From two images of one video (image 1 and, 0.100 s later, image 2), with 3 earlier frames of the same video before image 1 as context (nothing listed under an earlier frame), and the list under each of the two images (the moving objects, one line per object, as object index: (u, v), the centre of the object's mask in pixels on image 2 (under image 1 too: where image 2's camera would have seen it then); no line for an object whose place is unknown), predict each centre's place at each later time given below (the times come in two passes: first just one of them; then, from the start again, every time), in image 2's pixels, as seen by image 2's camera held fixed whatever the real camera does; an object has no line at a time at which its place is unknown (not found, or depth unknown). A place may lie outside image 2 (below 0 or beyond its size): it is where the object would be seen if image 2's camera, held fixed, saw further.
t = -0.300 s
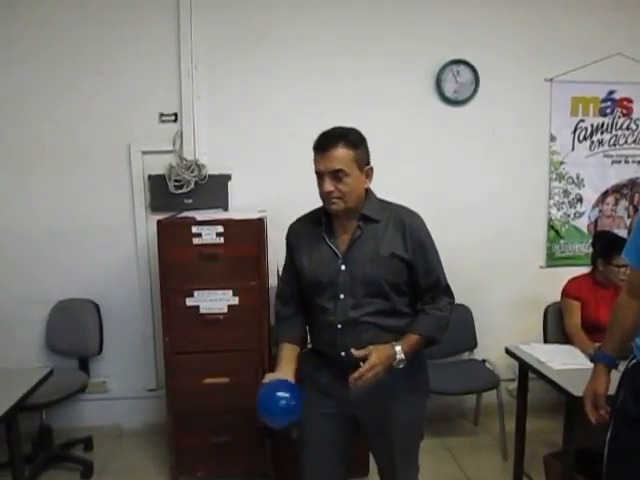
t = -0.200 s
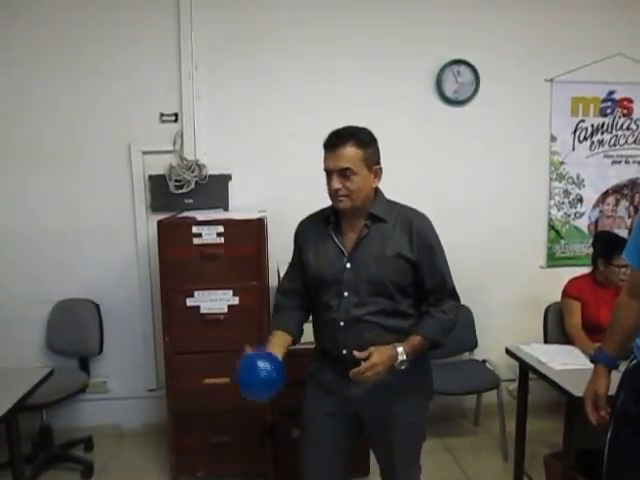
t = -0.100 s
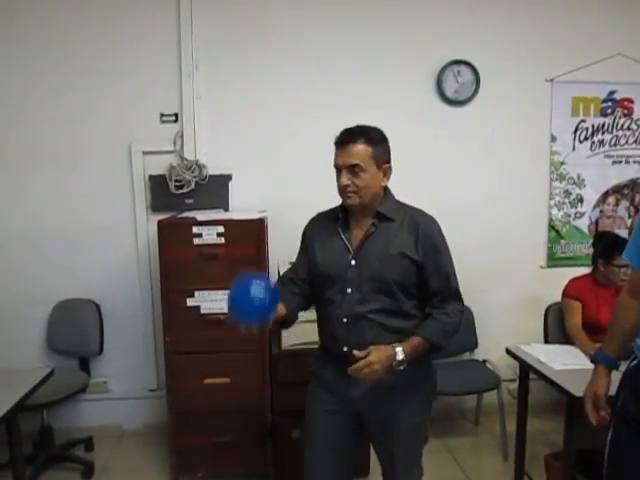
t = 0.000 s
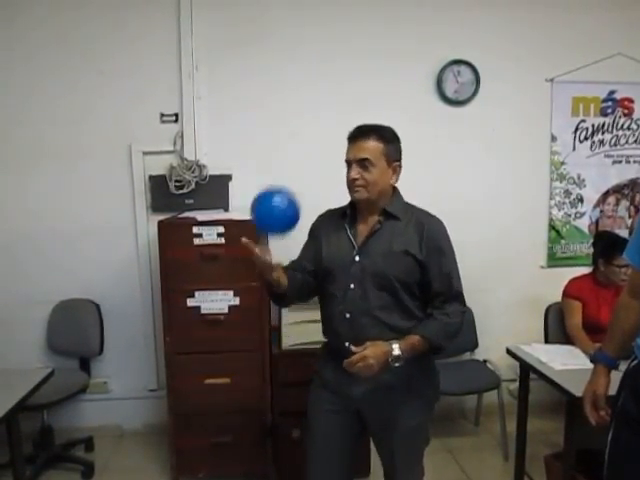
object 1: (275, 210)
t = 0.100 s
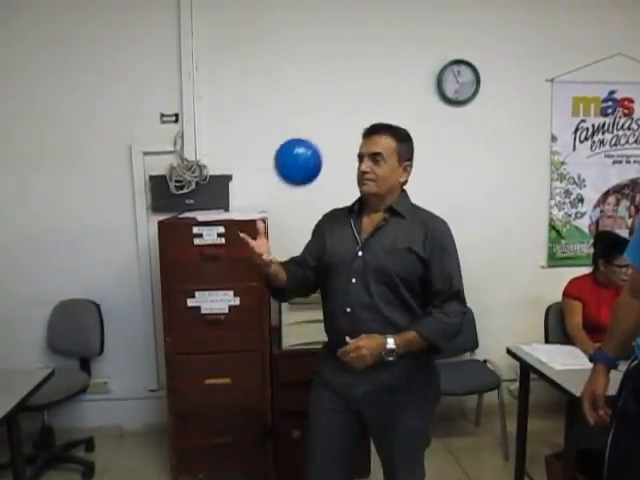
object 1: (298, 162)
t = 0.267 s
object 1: (331, 155)
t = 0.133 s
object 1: (305, 153)
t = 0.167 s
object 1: (312, 148)
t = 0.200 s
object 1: (318, 147)
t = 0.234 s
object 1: (325, 150)
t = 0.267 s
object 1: (331, 155)
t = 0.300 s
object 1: (337, 163)
